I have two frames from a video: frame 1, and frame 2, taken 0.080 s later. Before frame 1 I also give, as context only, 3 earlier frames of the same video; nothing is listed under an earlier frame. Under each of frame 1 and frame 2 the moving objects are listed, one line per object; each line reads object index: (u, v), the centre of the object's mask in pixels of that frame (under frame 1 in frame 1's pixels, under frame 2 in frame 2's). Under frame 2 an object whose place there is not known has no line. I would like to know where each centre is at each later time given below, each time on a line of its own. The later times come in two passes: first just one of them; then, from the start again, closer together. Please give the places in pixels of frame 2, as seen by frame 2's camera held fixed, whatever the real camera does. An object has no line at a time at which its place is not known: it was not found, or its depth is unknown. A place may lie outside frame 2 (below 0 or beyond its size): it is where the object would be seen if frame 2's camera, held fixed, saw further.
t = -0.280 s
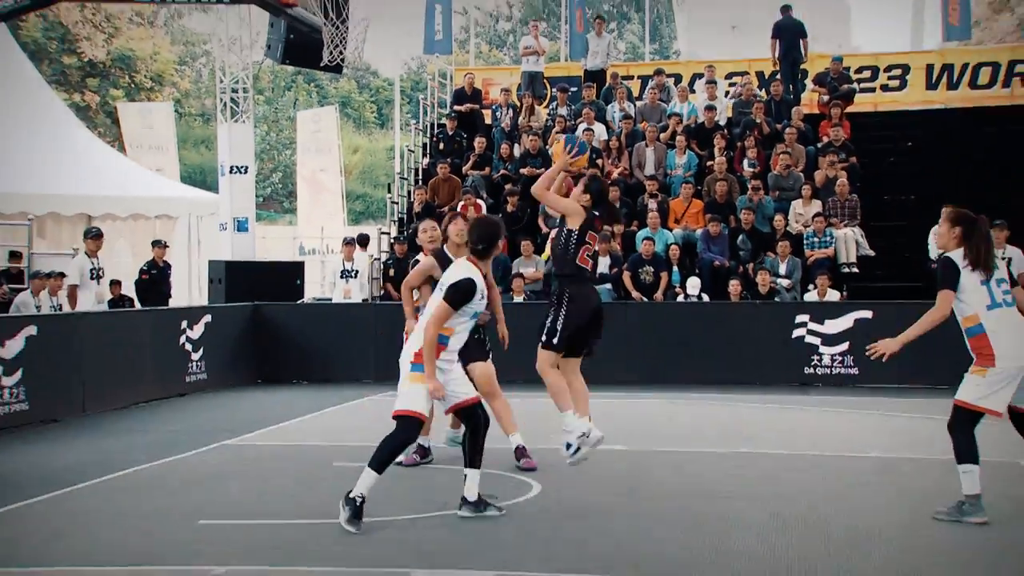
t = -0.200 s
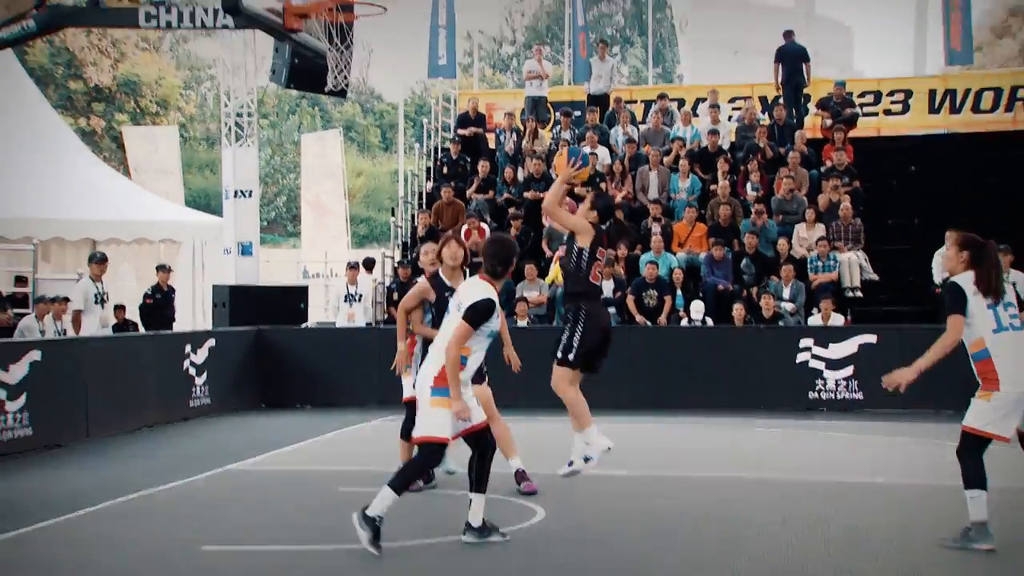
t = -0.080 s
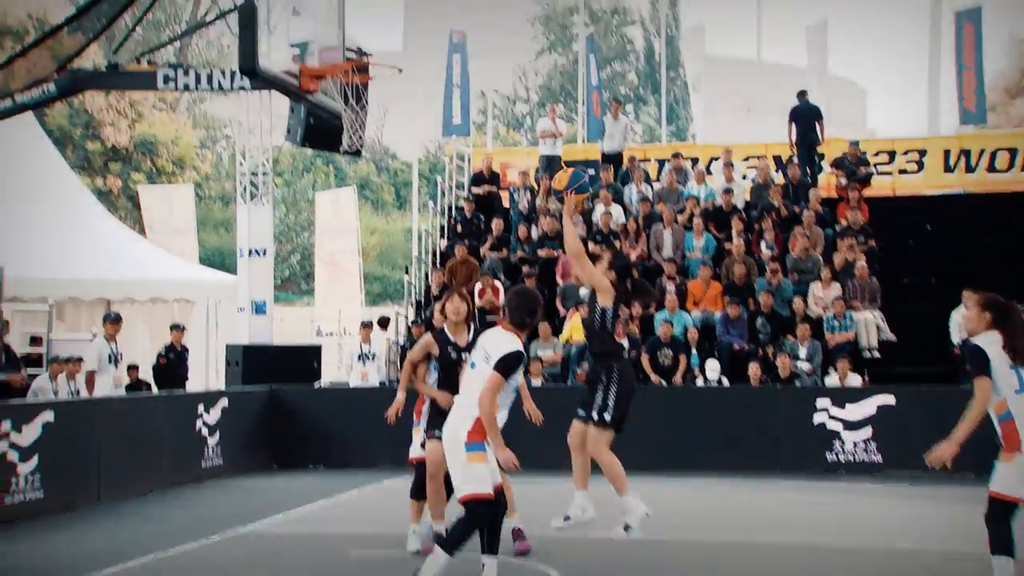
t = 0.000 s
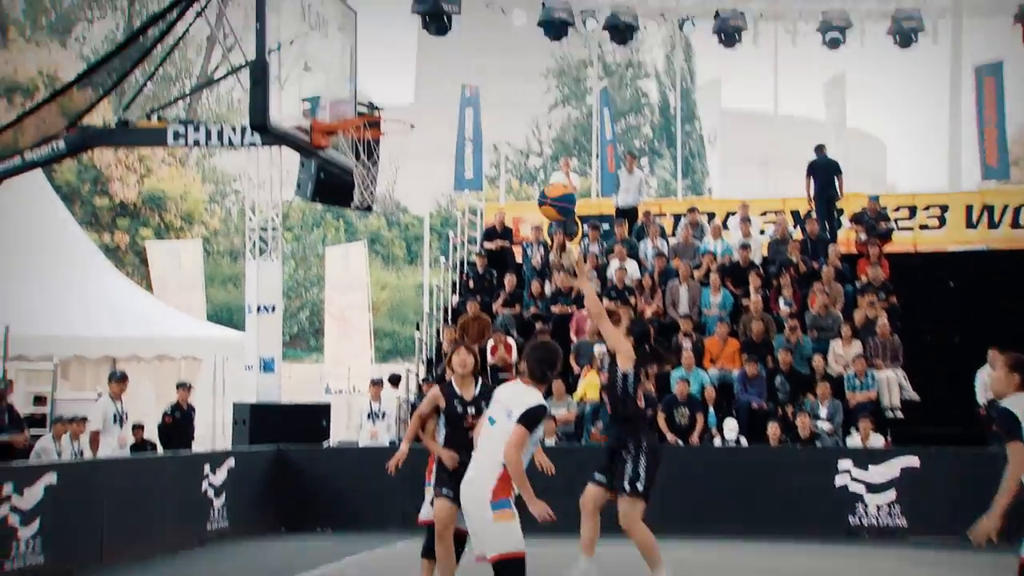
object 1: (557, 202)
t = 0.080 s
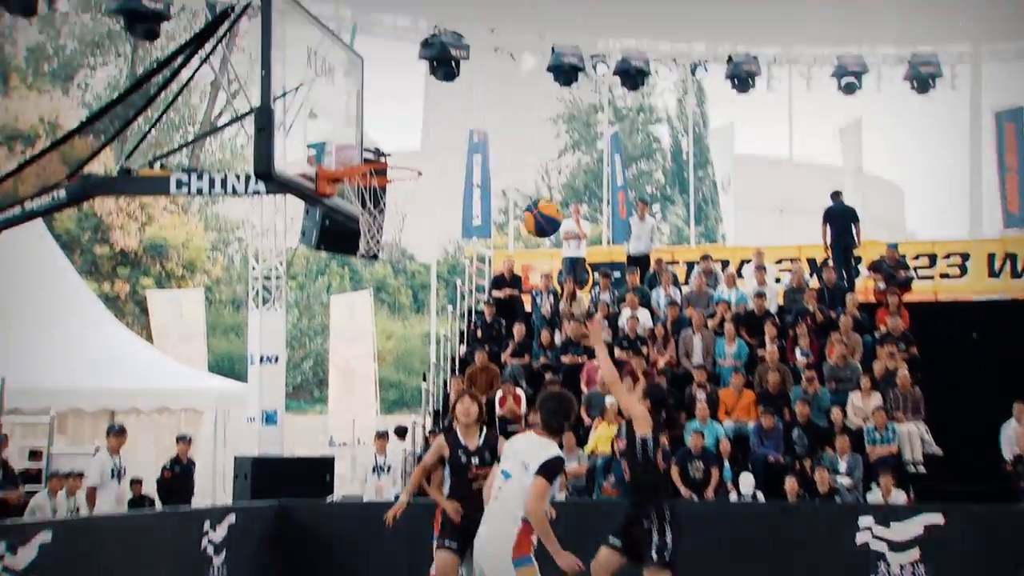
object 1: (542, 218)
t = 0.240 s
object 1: (487, 166)
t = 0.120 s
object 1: (530, 205)
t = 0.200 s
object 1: (503, 178)
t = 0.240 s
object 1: (487, 166)
